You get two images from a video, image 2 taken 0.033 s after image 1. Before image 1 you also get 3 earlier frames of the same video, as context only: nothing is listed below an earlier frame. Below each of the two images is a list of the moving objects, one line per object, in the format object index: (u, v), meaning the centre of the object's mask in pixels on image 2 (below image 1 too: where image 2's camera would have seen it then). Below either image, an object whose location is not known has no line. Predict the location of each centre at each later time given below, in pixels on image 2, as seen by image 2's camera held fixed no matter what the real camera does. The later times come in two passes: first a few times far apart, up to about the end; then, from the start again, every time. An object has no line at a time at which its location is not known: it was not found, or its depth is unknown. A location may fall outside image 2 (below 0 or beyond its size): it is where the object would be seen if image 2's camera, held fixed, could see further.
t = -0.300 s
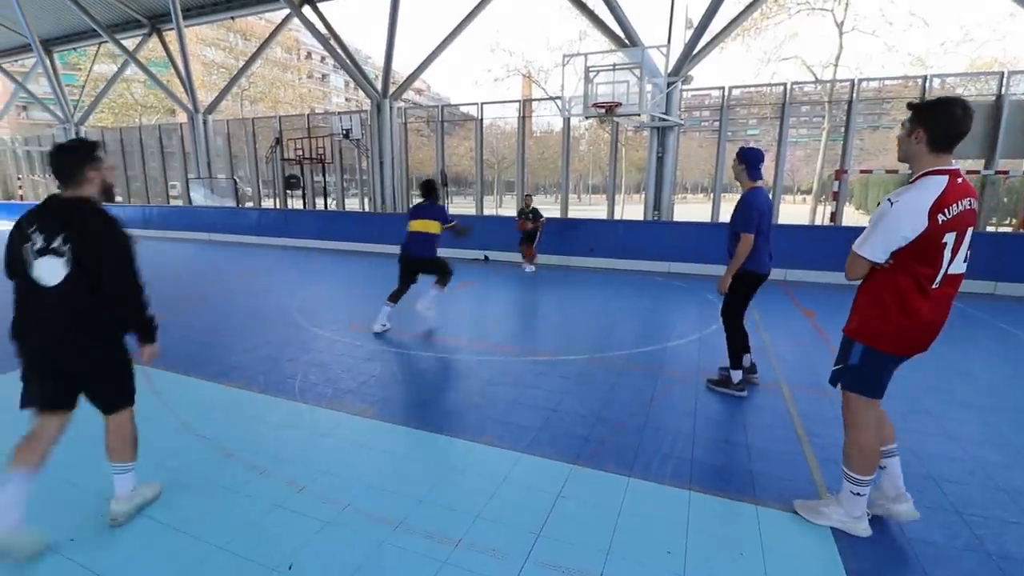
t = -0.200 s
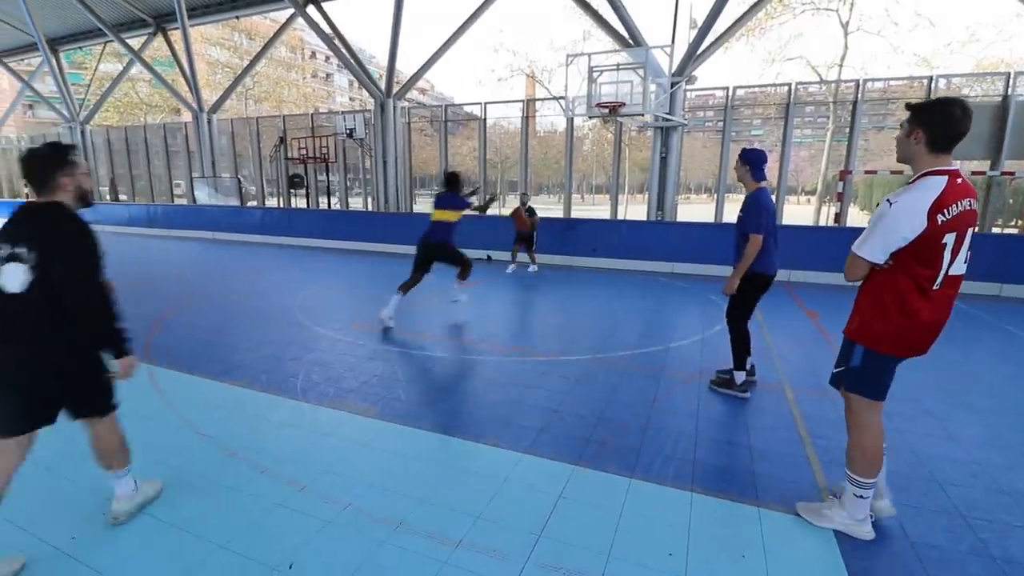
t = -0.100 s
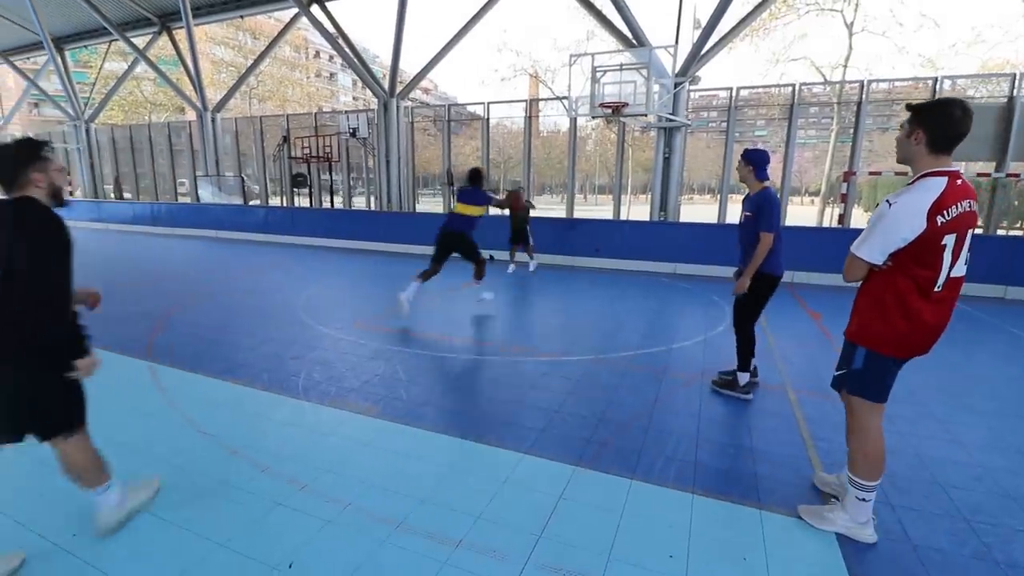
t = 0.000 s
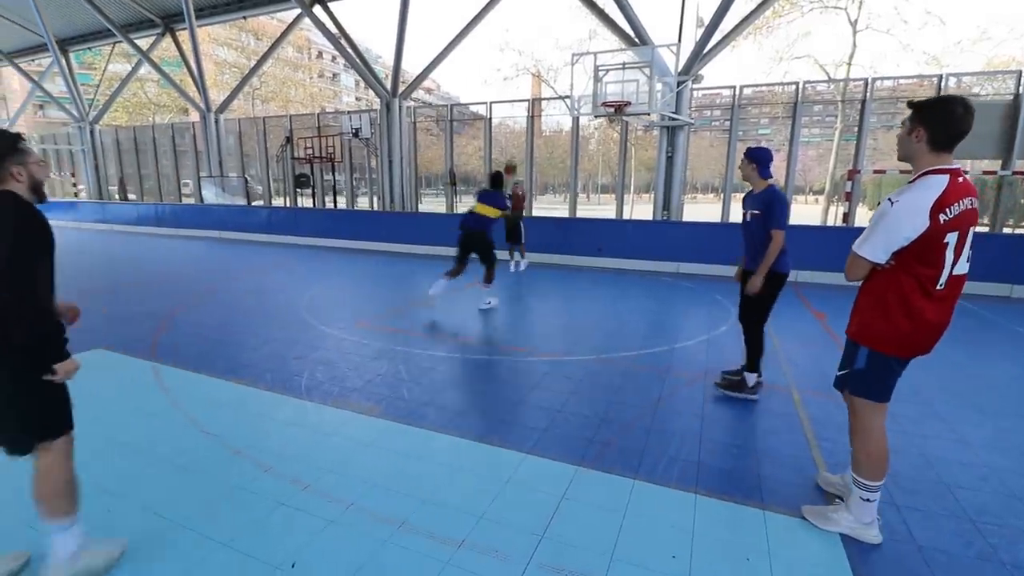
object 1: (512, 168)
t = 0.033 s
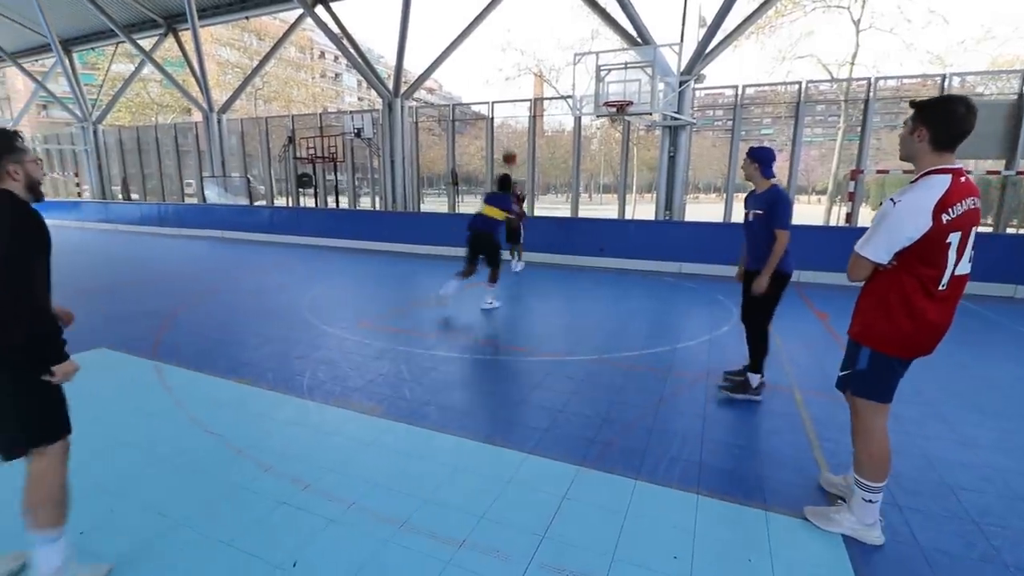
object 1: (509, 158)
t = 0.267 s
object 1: (481, 85)
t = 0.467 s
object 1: (441, 27)
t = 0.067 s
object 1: (505, 148)
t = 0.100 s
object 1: (502, 137)
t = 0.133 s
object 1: (499, 127)
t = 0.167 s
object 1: (496, 116)
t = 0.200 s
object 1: (490, 106)
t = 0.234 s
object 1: (485, 97)
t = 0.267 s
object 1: (481, 85)
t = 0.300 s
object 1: (476, 75)
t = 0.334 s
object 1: (470, 65)
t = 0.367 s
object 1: (463, 55)
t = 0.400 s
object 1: (457, 45)
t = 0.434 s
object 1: (450, 38)
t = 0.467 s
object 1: (441, 27)
